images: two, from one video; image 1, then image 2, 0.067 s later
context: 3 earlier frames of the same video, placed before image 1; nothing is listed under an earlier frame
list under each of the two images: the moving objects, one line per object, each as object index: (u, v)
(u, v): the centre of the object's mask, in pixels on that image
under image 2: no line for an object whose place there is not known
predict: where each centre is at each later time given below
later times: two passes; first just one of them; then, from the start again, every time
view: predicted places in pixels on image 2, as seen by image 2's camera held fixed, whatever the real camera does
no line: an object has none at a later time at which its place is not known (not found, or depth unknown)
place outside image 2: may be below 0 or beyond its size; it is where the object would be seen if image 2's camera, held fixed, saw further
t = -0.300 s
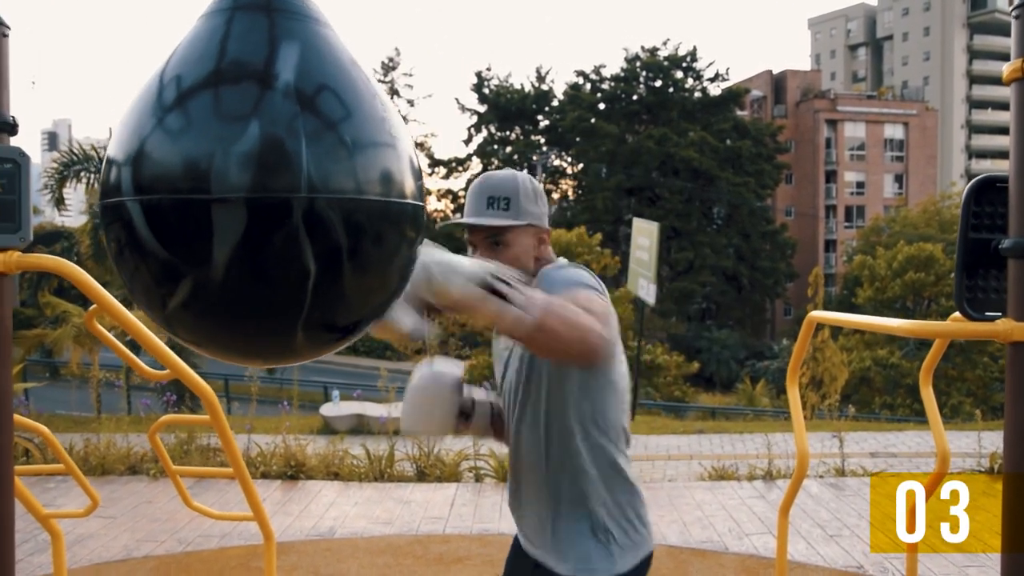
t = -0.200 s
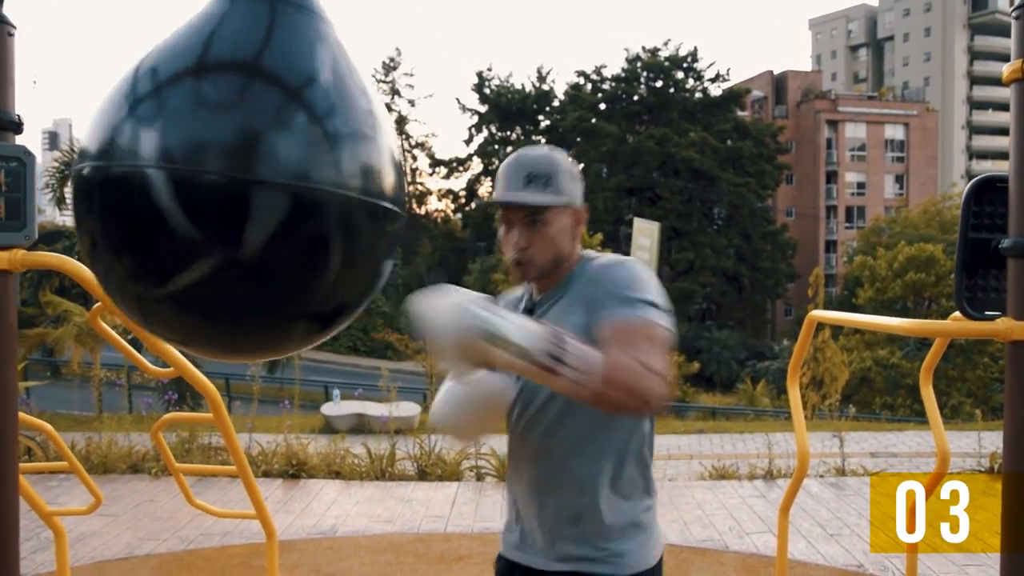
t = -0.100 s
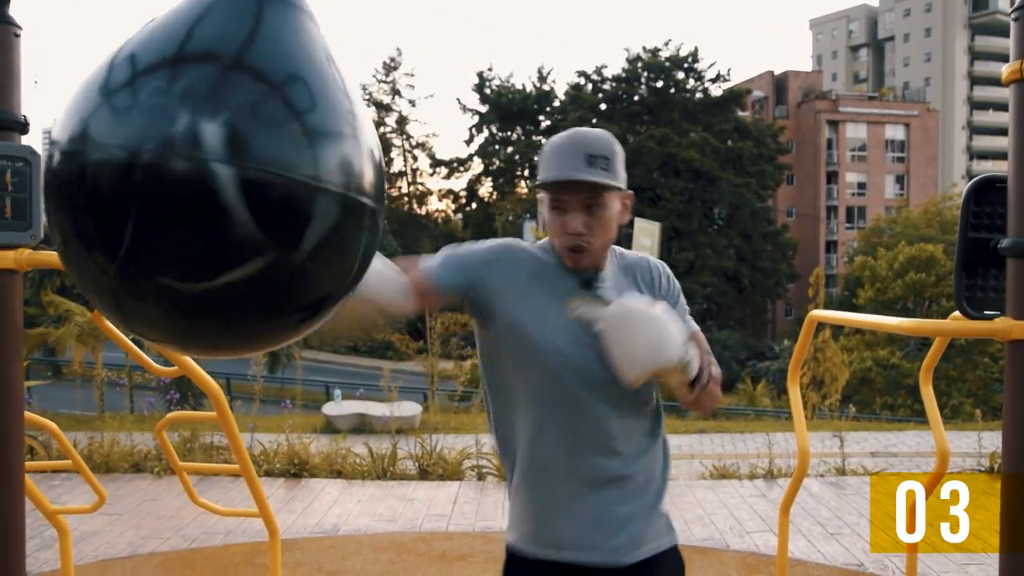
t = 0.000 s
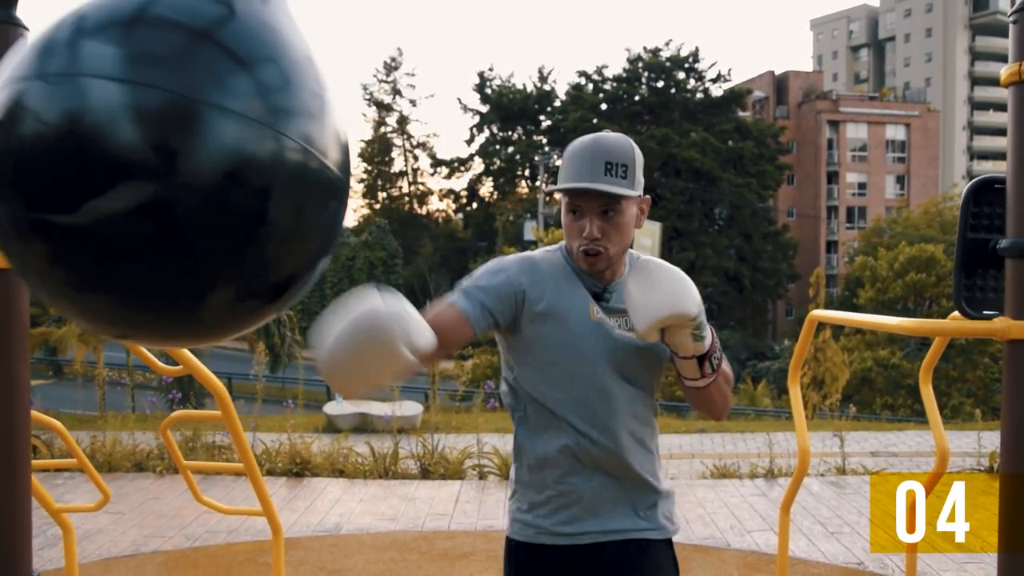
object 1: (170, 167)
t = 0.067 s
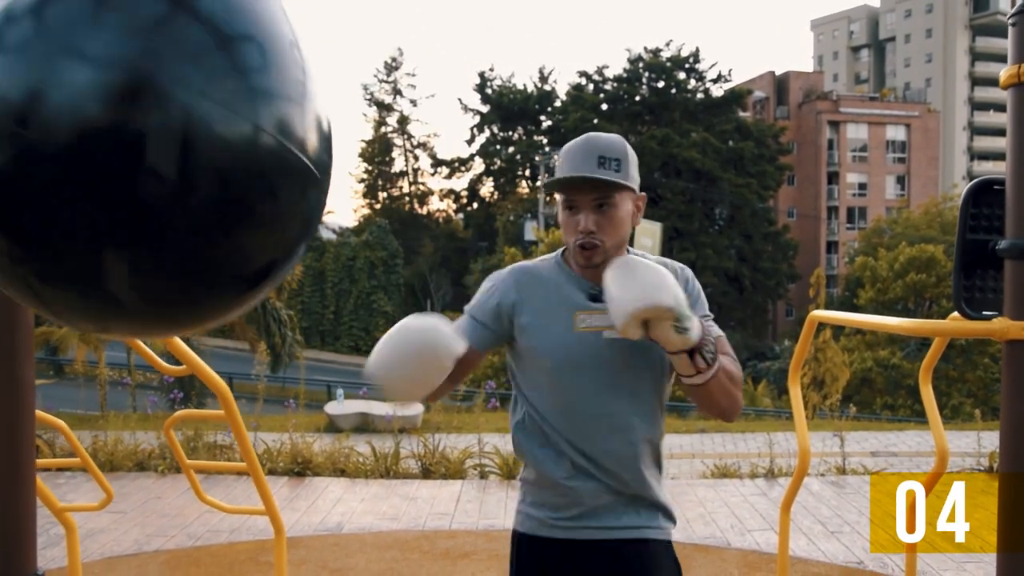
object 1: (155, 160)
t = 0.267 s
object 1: (143, 141)
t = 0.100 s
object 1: (149, 153)
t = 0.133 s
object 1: (145, 148)
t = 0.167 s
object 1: (142, 145)
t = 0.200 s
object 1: (140, 143)
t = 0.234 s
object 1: (141, 141)
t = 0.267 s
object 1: (143, 141)
